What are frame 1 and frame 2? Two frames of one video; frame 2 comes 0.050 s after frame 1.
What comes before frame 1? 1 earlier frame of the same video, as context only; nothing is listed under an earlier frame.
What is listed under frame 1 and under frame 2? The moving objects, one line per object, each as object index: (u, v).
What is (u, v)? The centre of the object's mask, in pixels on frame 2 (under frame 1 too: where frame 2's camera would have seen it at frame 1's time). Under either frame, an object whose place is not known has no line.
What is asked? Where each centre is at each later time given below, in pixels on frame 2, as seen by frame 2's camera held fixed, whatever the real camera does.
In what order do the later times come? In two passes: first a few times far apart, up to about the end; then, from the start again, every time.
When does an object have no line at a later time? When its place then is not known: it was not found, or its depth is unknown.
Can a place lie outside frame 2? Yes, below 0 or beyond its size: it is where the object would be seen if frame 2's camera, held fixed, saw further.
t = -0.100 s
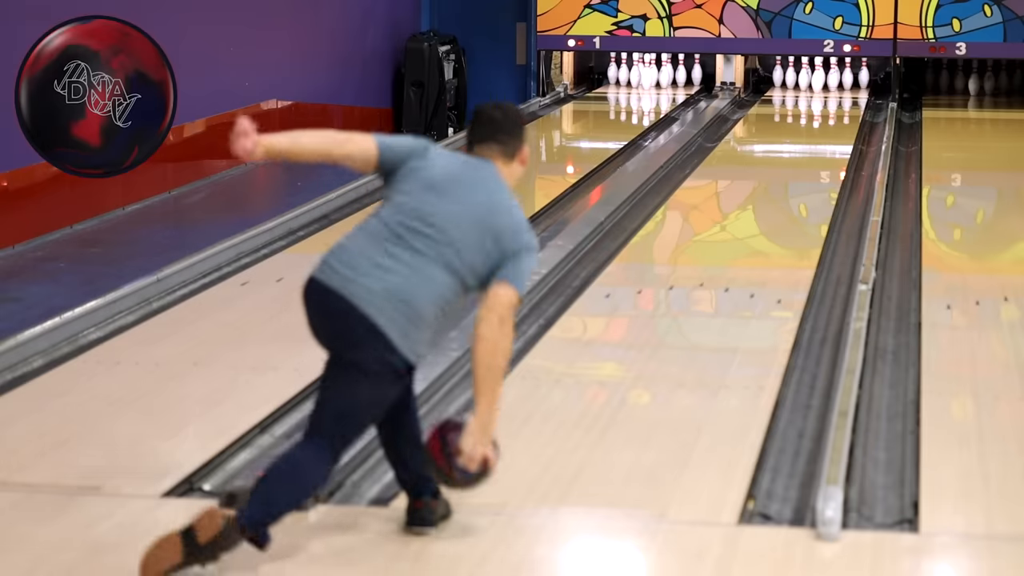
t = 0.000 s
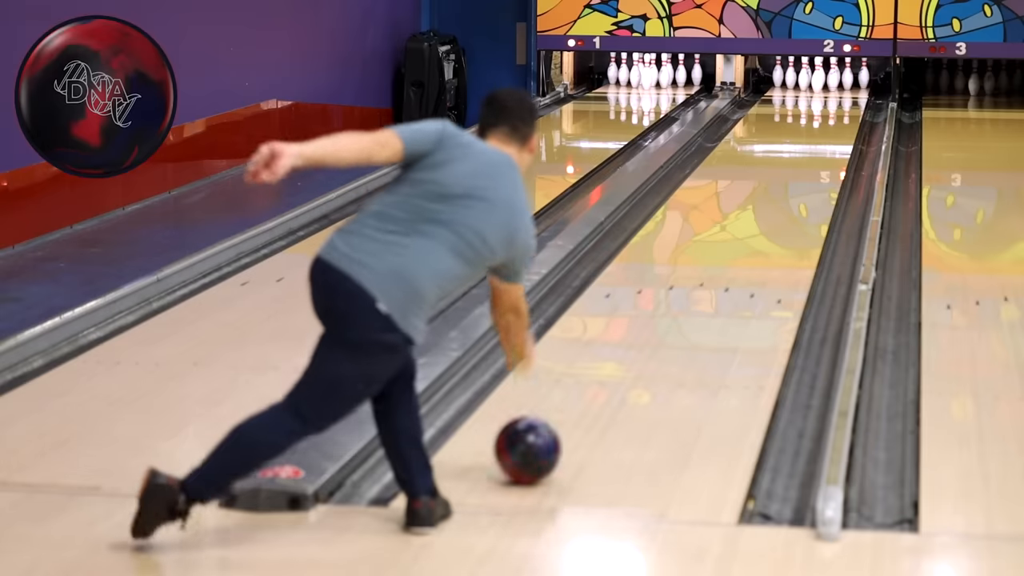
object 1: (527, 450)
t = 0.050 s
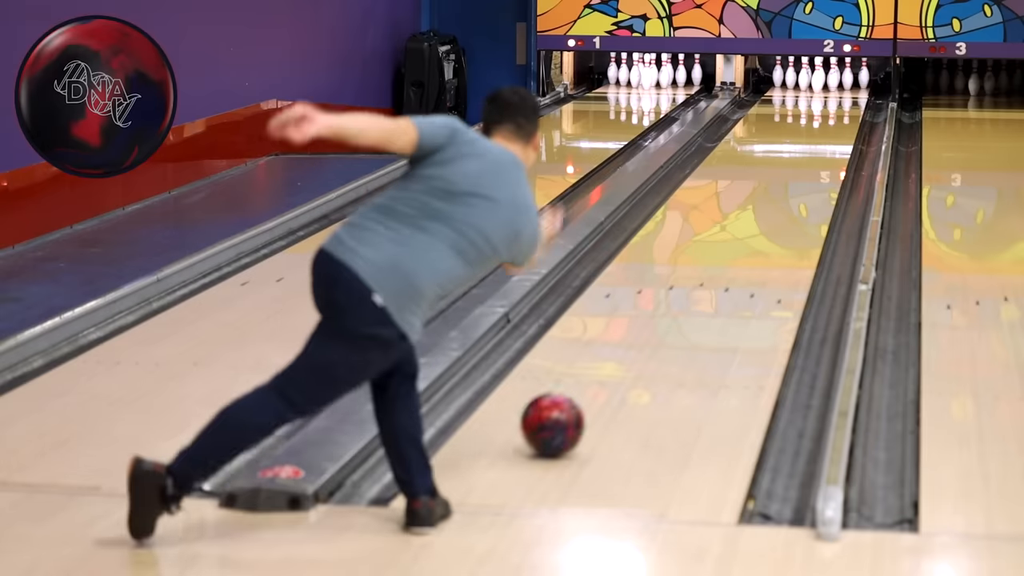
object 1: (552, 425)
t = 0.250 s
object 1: (632, 345)
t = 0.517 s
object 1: (704, 271)
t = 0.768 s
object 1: (751, 221)
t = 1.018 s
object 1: (784, 184)
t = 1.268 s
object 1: (809, 156)
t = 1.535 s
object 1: (826, 132)
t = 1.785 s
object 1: (835, 114)
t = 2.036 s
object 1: (835, 99)
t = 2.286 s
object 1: (825, 87)
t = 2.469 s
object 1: (819, 81)
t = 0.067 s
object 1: (560, 417)
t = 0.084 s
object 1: (567, 410)
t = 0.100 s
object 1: (575, 402)
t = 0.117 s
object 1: (582, 395)
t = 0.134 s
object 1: (589, 388)
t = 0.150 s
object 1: (595, 381)
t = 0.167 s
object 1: (602, 375)
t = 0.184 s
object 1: (608, 369)
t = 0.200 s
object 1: (615, 362)
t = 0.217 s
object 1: (620, 356)
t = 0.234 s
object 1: (626, 351)
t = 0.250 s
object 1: (632, 345)
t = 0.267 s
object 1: (637, 340)
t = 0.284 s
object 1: (642, 334)
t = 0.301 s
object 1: (648, 329)
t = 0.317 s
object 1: (653, 323)
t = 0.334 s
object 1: (658, 319)
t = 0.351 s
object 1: (662, 314)
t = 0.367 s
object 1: (667, 309)
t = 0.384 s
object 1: (672, 304)
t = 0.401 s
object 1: (676, 300)
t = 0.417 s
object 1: (680, 295)
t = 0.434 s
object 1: (685, 291)
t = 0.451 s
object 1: (689, 287)
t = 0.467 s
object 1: (693, 282)
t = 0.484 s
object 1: (697, 279)
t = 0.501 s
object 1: (701, 275)
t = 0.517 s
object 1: (704, 271)
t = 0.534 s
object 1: (708, 267)
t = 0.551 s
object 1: (711, 263)
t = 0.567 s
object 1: (715, 260)
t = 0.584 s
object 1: (718, 256)
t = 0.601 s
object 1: (722, 253)
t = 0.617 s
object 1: (725, 249)
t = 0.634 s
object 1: (728, 246)
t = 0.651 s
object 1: (731, 243)
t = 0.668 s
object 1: (734, 239)
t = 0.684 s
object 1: (737, 236)
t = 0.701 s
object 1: (740, 233)
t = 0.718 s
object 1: (743, 230)
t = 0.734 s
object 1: (745, 227)
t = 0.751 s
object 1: (748, 224)
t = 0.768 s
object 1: (751, 221)
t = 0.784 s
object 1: (753, 219)
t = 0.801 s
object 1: (756, 216)
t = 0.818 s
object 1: (758, 213)
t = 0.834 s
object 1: (761, 210)
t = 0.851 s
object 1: (763, 208)
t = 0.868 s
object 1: (765, 205)
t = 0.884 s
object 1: (767, 203)
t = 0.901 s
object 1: (770, 201)
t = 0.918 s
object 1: (772, 198)
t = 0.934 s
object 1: (774, 196)
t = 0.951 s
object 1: (776, 193)
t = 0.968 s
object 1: (778, 191)
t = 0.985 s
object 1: (780, 189)
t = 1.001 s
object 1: (782, 187)
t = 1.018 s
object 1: (784, 184)
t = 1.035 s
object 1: (786, 182)
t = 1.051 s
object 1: (788, 180)
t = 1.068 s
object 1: (790, 178)
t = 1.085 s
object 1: (791, 176)
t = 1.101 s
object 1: (793, 174)
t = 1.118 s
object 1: (795, 172)
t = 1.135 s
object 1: (797, 170)
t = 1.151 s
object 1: (798, 168)
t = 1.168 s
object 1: (800, 166)
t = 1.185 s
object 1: (801, 165)
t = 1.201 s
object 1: (803, 163)
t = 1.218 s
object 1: (804, 161)
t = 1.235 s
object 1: (806, 159)
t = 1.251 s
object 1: (807, 158)
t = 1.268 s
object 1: (809, 156)
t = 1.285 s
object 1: (810, 154)
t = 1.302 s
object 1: (811, 153)
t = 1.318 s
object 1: (813, 151)
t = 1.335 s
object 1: (814, 150)
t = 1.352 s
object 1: (815, 148)
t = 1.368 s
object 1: (816, 146)
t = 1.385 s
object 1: (817, 145)
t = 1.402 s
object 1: (818, 143)
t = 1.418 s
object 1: (820, 142)
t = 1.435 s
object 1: (821, 140)
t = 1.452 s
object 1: (822, 139)
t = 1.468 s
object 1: (823, 137)
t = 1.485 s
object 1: (823, 136)
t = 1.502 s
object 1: (824, 135)
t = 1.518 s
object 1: (825, 133)
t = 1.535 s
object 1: (826, 132)
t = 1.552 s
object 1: (827, 131)
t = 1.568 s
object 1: (828, 129)
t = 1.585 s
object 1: (828, 128)
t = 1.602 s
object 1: (829, 127)
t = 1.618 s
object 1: (830, 125)
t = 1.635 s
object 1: (830, 124)
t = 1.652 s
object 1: (831, 123)
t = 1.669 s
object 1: (831, 122)
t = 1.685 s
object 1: (832, 121)
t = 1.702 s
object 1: (832, 119)
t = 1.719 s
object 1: (833, 118)
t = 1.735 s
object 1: (833, 117)
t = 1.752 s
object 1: (834, 116)
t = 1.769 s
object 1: (834, 115)
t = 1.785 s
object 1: (835, 114)
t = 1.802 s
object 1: (835, 113)
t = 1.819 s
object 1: (835, 111)
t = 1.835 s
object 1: (836, 110)
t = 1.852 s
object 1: (836, 109)
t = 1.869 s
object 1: (836, 108)
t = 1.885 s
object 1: (836, 107)
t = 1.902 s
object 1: (836, 106)
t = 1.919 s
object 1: (836, 105)
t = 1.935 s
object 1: (836, 104)
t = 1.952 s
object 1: (836, 103)
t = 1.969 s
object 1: (836, 102)
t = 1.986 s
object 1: (836, 101)
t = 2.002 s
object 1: (836, 100)
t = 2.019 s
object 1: (835, 99)
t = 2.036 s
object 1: (835, 99)
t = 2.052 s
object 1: (834, 98)
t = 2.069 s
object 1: (834, 97)
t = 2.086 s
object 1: (833, 96)
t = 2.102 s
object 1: (833, 95)
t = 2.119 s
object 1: (833, 94)
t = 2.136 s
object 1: (832, 93)
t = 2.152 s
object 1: (831, 93)
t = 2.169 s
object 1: (830, 92)
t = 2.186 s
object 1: (830, 91)
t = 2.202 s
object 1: (829, 90)
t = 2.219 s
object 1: (828, 89)
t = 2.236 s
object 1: (827, 89)
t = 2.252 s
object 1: (827, 88)
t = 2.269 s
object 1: (826, 87)
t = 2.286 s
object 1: (825, 87)
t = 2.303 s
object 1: (824, 86)
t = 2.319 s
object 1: (823, 85)
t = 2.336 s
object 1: (823, 85)
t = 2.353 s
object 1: (822, 84)
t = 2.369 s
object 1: (822, 83)
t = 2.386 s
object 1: (822, 83)
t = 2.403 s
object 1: (822, 82)
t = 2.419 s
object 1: (822, 82)
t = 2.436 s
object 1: (821, 82)
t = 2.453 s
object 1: (820, 81)
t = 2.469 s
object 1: (819, 81)
